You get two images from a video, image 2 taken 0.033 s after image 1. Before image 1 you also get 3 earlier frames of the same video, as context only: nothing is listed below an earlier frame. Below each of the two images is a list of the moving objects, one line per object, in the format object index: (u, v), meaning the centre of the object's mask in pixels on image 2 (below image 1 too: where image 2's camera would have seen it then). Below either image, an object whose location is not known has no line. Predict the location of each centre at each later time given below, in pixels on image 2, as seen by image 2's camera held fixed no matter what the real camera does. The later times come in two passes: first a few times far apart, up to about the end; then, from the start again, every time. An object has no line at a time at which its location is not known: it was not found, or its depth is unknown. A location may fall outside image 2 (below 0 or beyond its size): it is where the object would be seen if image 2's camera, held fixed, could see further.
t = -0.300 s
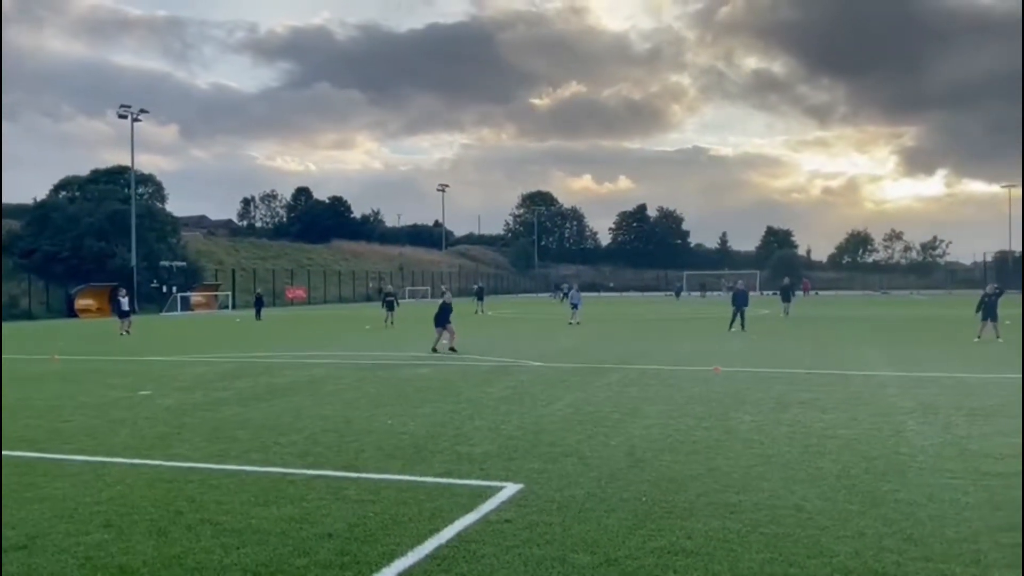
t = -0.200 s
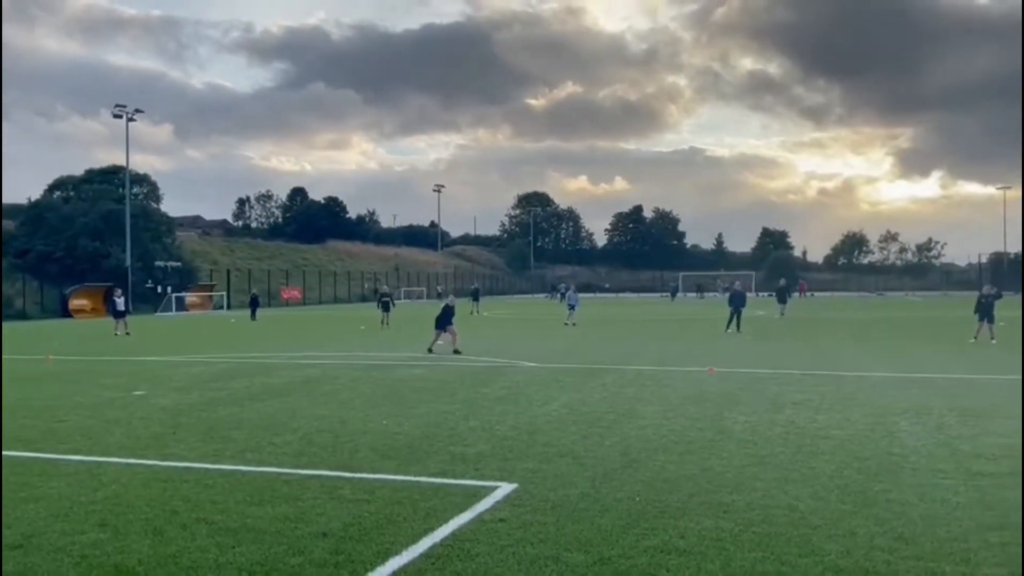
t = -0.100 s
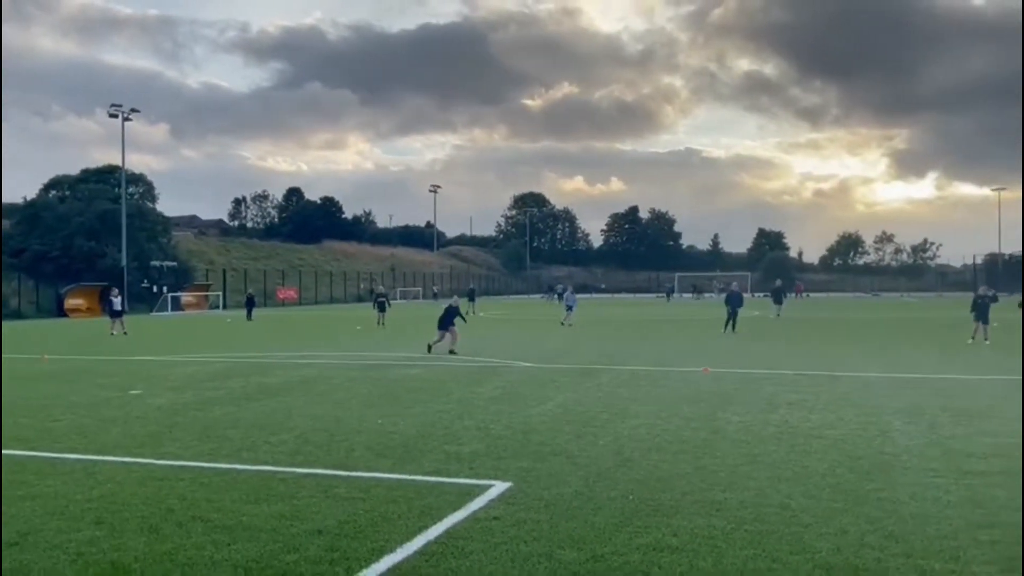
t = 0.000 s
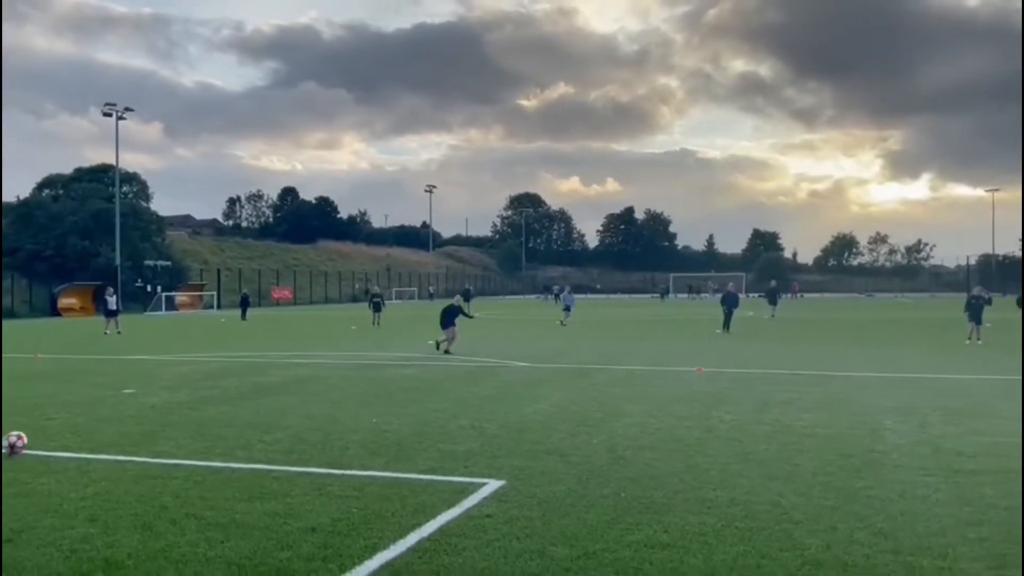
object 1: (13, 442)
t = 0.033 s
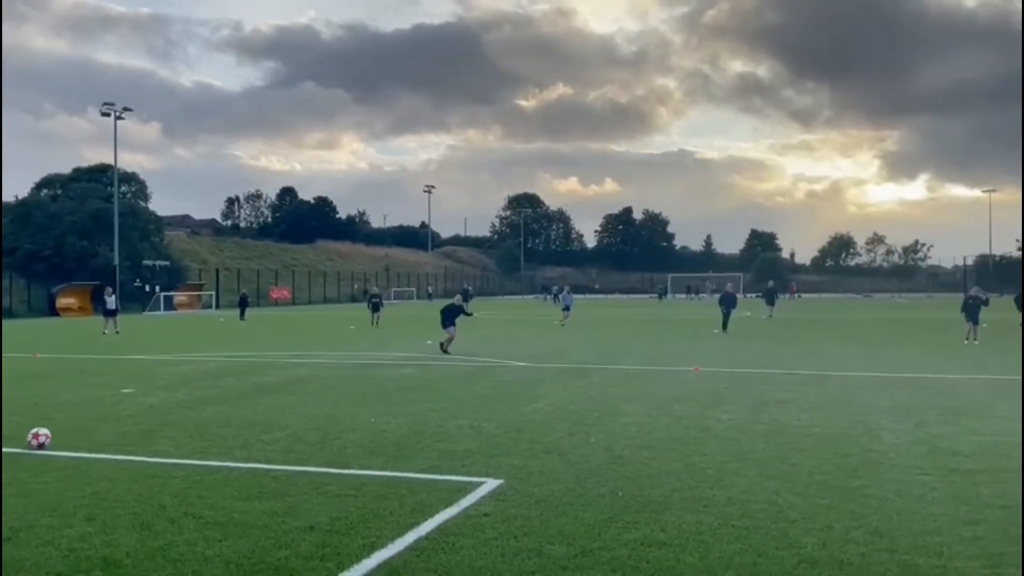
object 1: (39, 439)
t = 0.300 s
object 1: (192, 421)
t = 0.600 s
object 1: (304, 406)
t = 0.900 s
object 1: (388, 397)
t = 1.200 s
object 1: (457, 388)
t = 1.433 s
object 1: (501, 383)
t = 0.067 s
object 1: (63, 436)
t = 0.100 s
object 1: (85, 434)
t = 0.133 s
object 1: (105, 431)
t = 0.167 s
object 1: (126, 429)
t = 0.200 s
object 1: (144, 426)
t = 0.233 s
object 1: (161, 424)
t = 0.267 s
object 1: (178, 422)
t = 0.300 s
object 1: (192, 421)
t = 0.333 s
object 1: (208, 419)
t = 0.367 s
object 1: (222, 417)
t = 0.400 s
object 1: (234, 415)
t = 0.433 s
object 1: (247, 414)
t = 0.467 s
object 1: (259, 413)
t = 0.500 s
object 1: (271, 411)
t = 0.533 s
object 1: (282, 409)
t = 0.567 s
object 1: (293, 408)
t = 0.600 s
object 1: (304, 406)
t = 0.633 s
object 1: (315, 405)
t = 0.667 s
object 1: (324, 404)
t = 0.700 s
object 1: (335, 402)
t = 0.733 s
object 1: (344, 401)
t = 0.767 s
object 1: (353, 401)
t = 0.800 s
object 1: (362, 400)
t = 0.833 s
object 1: (371, 398)
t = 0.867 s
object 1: (380, 398)
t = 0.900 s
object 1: (388, 397)
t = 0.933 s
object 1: (397, 395)
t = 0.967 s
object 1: (405, 394)
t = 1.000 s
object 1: (413, 394)
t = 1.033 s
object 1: (420, 393)
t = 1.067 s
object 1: (428, 391)
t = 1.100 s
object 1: (435, 391)
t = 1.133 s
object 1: (443, 390)
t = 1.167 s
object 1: (450, 389)
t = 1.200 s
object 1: (457, 388)
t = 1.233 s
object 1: (463, 387)
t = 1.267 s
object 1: (470, 386)
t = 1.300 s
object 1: (477, 386)
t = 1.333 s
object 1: (483, 385)
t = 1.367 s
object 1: (489, 384)
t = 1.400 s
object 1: (495, 384)
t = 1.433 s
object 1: (501, 383)
